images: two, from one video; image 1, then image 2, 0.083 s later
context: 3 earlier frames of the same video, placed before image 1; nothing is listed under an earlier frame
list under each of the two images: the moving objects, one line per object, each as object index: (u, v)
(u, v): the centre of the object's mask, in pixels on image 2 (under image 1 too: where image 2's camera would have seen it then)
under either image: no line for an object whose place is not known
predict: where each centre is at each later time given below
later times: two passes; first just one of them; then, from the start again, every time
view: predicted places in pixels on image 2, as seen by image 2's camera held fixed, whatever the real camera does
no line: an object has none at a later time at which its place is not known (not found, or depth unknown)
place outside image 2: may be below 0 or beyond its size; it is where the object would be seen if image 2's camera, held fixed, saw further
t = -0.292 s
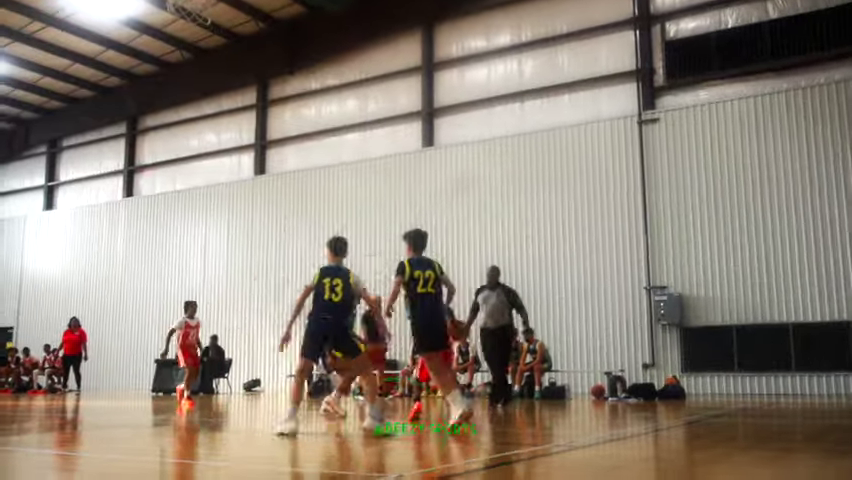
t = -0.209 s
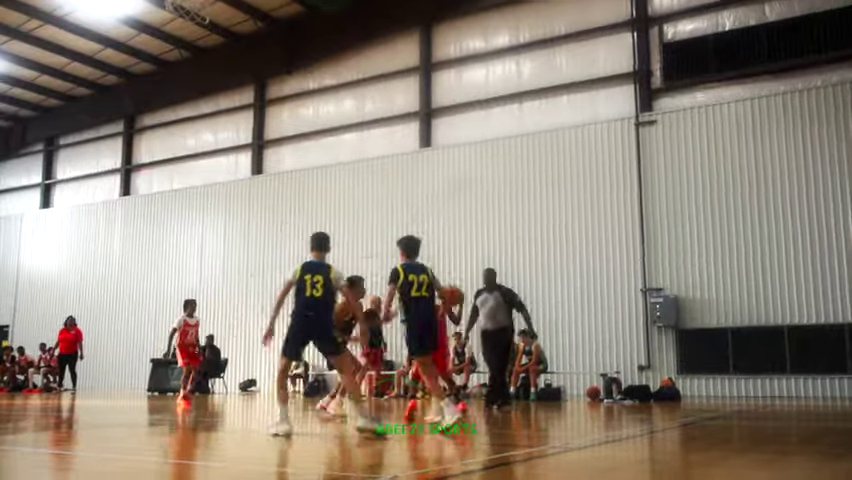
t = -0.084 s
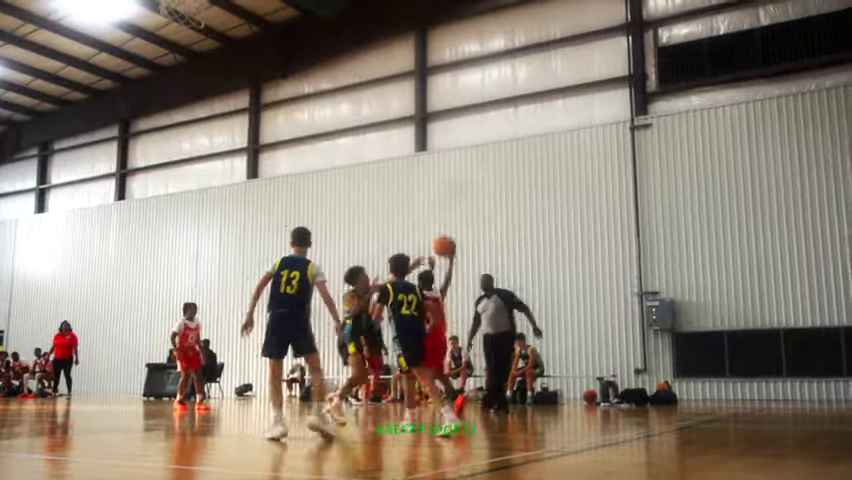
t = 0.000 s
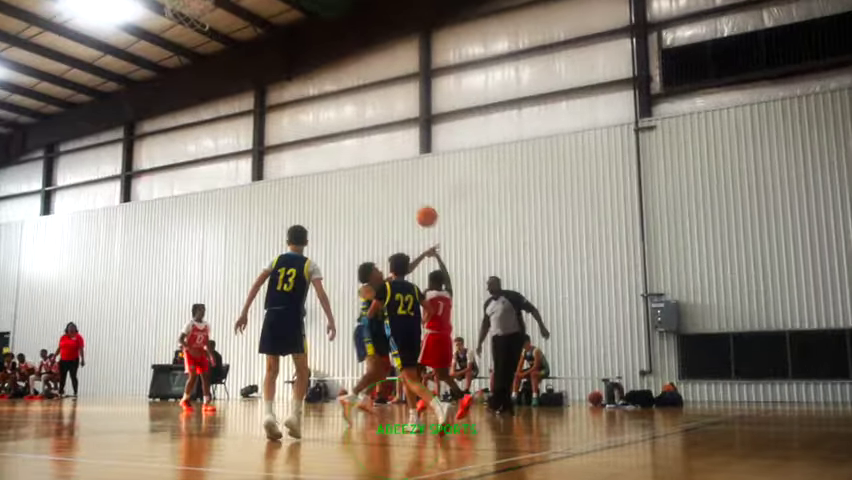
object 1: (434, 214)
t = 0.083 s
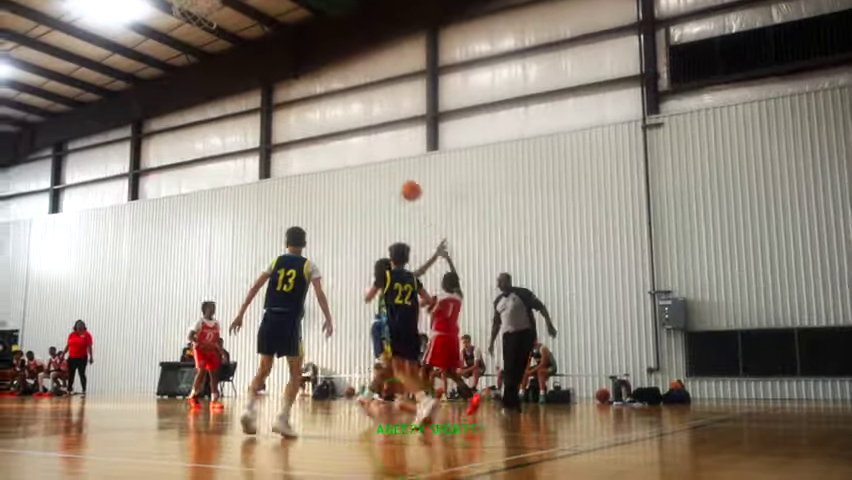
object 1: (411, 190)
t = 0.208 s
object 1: (379, 169)
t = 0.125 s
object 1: (400, 182)
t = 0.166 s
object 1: (389, 175)
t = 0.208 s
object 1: (379, 169)
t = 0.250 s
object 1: (369, 165)
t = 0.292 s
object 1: (359, 162)
